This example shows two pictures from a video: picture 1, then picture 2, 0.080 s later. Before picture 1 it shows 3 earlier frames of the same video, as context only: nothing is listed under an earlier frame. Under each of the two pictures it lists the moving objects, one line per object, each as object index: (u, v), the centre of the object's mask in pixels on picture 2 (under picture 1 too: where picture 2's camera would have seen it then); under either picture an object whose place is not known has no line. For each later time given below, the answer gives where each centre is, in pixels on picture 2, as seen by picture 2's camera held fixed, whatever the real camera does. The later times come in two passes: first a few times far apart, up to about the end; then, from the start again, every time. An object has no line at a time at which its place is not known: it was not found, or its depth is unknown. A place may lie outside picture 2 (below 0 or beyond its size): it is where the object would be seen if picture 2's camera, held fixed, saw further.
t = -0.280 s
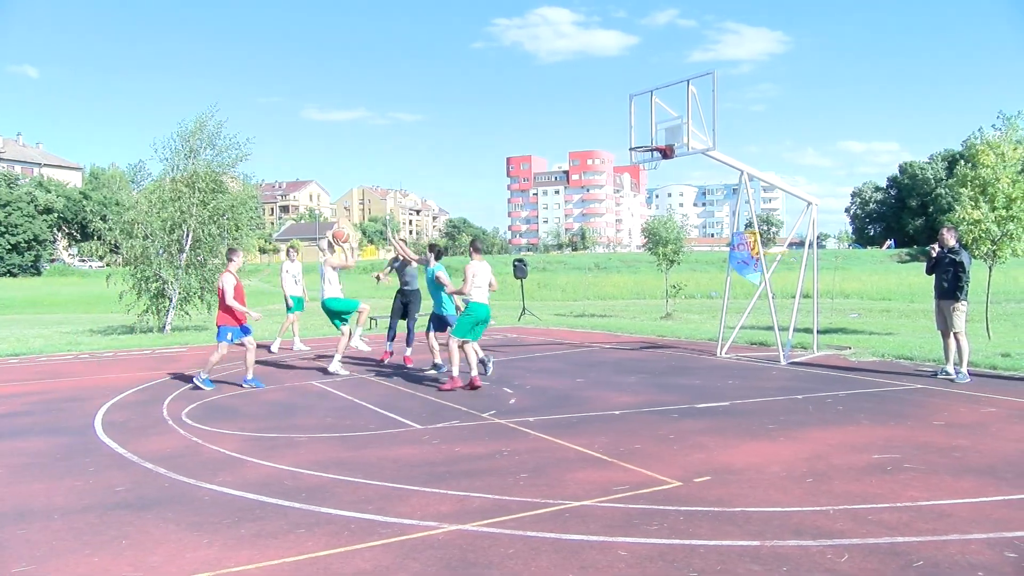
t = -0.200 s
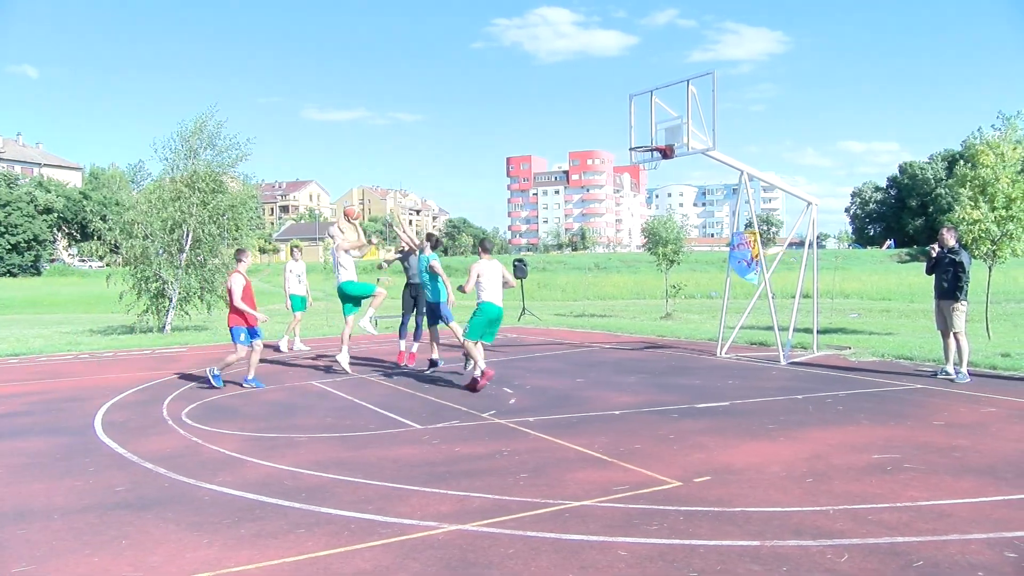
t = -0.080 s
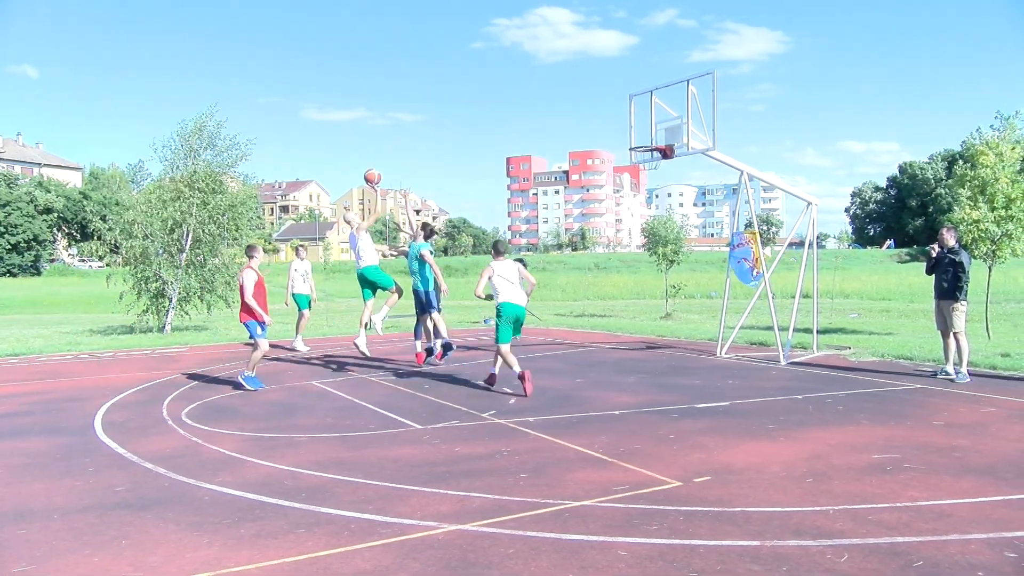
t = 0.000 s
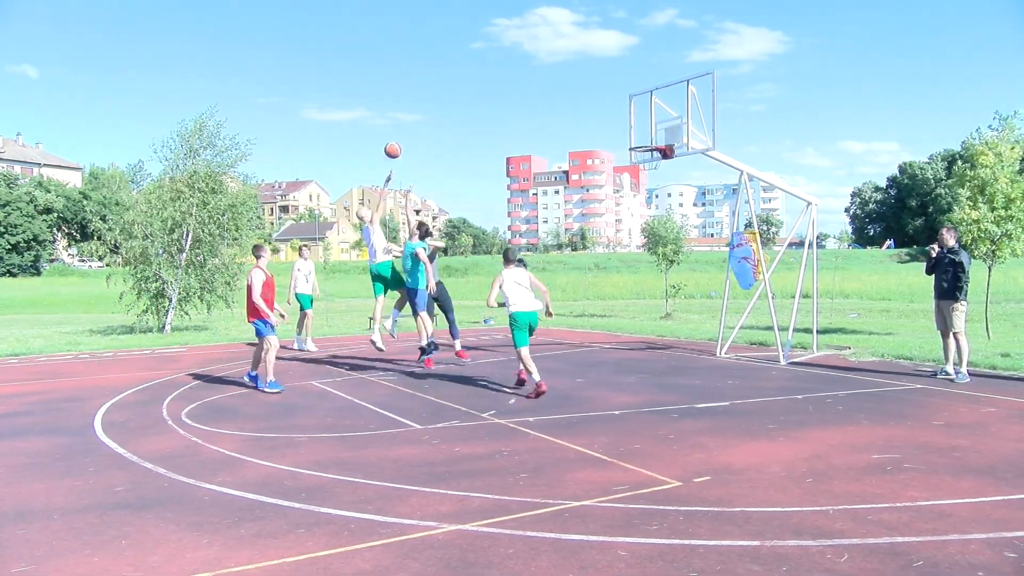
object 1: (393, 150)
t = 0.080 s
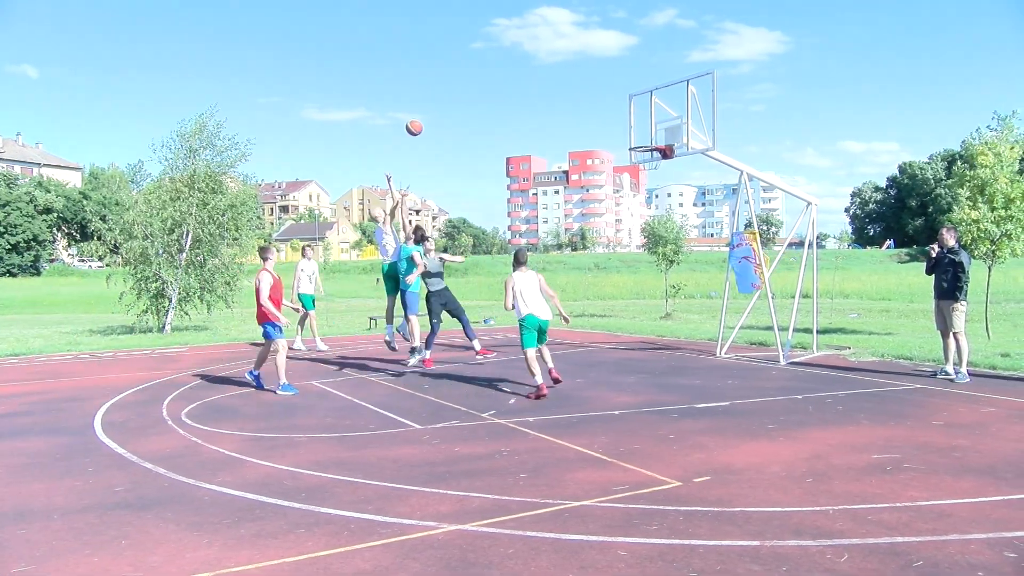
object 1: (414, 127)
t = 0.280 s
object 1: (469, 90)
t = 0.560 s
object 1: (546, 87)
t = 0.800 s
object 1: (614, 128)
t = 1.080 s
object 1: (633, 116)
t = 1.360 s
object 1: (640, 132)
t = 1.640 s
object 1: (649, 171)
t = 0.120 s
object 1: (425, 118)
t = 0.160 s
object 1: (436, 109)
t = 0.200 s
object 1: (447, 102)
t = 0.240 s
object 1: (457, 95)
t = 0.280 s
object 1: (469, 90)
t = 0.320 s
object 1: (480, 87)
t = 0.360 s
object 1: (491, 84)
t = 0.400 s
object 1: (502, 82)
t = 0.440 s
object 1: (513, 81)
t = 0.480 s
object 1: (524, 82)
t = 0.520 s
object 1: (535, 83)
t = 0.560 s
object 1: (546, 87)
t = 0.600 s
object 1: (557, 91)
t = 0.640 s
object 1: (569, 96)
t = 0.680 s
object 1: (580, 102)
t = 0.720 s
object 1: (592, 109)
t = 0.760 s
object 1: (603, 118)
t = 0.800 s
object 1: (614, 128)
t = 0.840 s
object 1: (625, 139)
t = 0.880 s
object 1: (628, 137)
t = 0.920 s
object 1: (629, 131)
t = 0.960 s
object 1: (630, 125)
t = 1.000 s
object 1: (631, 121)
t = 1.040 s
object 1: (632, 118)
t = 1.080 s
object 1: (633, 116)
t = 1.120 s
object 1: (634, 115)
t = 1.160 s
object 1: (635, 115)
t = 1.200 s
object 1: (636, 116)
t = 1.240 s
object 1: (637, 118)
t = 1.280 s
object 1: (638, 122)
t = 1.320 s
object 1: (639, 126)
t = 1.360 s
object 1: (640, 132)
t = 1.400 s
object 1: (642, 139)
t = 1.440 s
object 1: (642, 148)
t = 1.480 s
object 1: (644, 156)
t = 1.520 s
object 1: (645, 162)
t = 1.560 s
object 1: (647, 165)
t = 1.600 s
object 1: (648, 167)
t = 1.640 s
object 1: (649, 171)
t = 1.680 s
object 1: (650, 175)
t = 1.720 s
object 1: (652, 181)
